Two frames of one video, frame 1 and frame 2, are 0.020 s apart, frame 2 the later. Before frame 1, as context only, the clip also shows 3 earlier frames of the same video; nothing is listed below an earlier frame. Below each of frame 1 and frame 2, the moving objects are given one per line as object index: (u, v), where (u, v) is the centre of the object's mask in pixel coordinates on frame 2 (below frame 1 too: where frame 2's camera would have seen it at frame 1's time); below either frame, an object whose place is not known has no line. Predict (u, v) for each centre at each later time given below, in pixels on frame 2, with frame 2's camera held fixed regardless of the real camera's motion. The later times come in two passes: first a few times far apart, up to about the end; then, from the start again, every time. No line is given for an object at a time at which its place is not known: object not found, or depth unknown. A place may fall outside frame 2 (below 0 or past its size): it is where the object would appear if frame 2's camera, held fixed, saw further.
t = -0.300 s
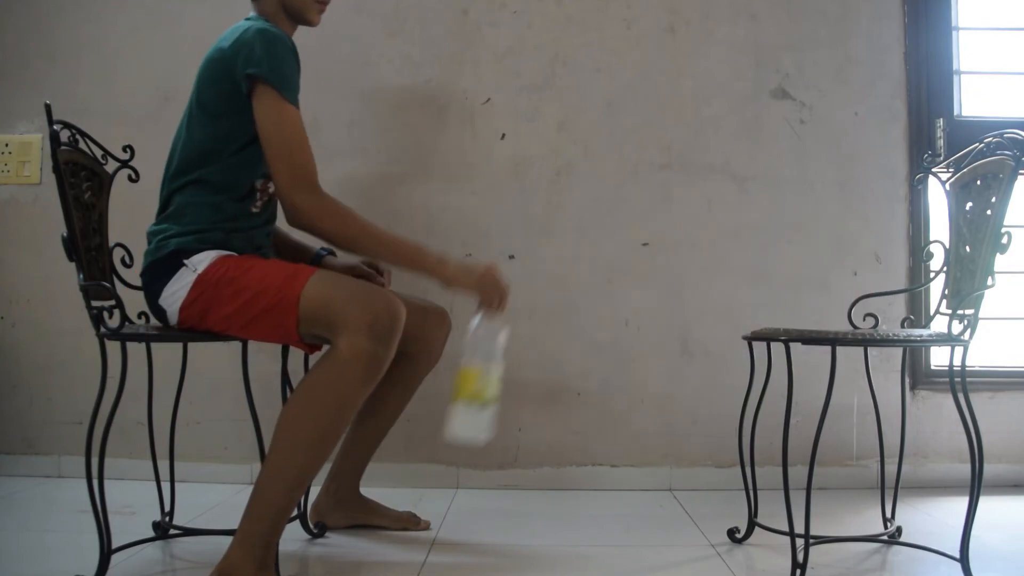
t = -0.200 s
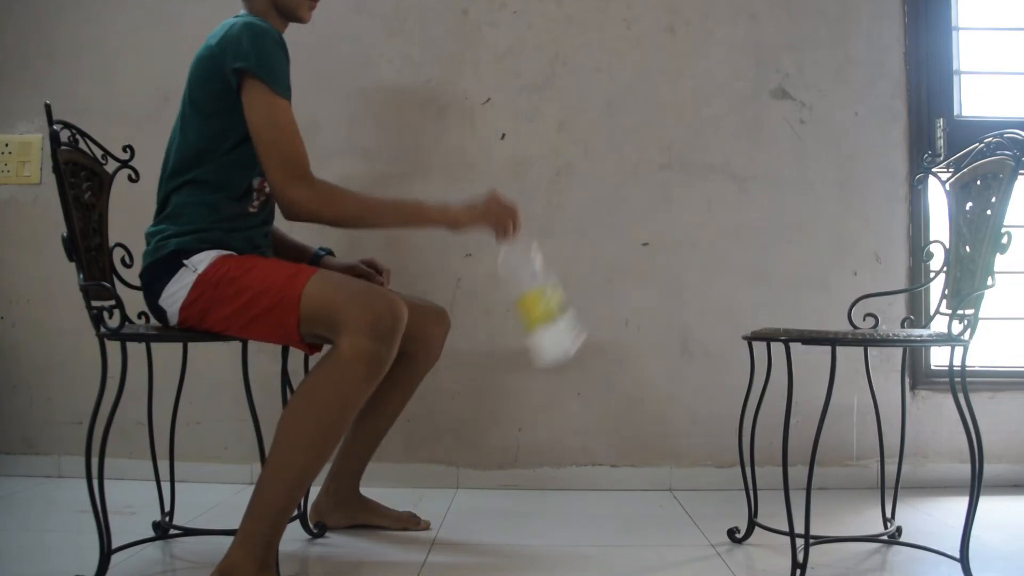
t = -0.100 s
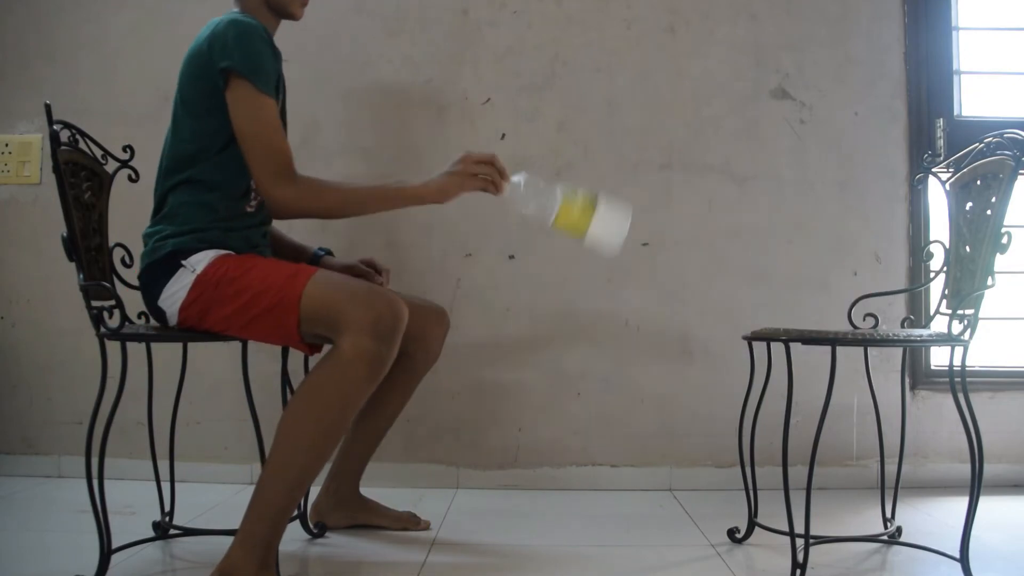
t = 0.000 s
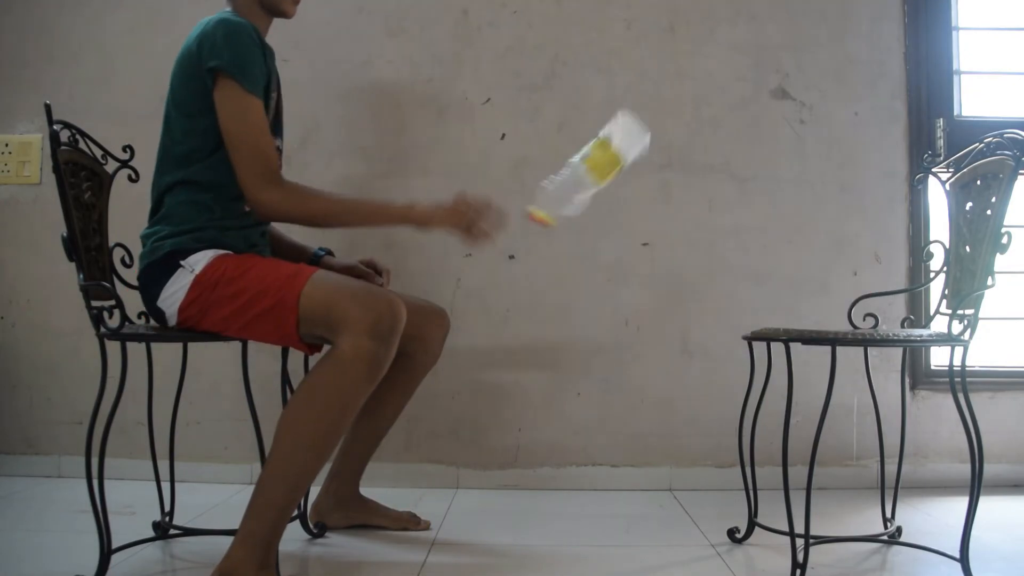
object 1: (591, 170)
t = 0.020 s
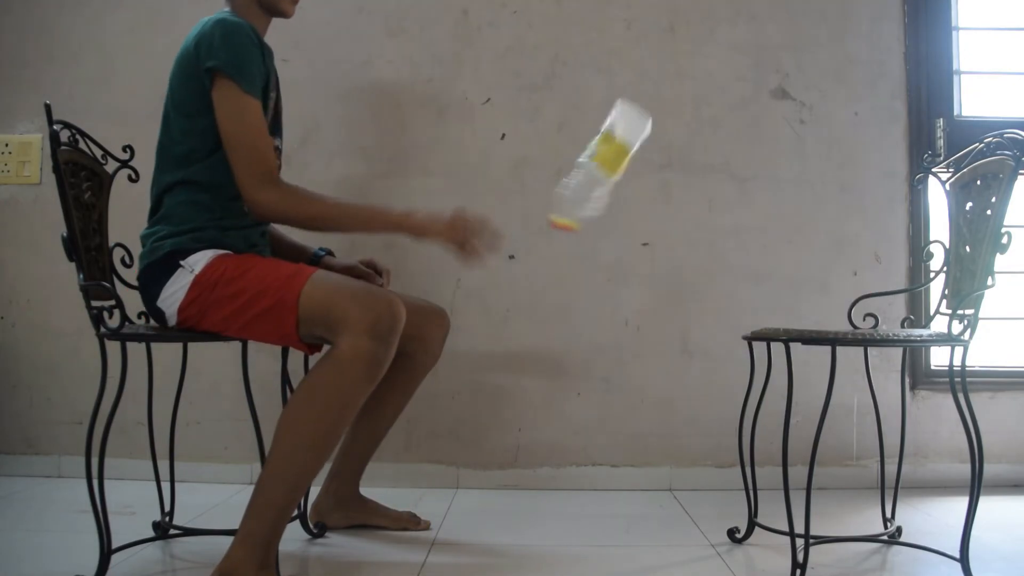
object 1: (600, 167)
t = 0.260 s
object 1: (682, 163)
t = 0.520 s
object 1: (700, 507)
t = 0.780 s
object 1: (696, 510)
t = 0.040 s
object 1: (611, 164)
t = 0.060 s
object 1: (624, 159)
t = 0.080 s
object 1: (636, 156)
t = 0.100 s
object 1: (647, 151)
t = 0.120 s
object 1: (657, 147)
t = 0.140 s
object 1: (665, 143)
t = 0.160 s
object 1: (671, 140)
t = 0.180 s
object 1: (675, 139)
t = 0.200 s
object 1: (677, 141)
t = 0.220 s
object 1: (679, 145)
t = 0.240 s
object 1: (680, 153)
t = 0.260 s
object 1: (682, 163)
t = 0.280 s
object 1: (684, 177)
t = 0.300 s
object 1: (685, 192)
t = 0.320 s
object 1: (686, 212)
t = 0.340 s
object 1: (687, 234)
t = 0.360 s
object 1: (689, 259)
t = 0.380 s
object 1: (690, 286)
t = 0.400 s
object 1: (691, 316)
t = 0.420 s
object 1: (693, 349)
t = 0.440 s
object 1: (695, 384)
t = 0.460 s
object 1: (696, 416)
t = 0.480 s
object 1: (698, 456)
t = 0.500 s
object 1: (699, 498)
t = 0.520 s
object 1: (700, 507)
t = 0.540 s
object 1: (700, 510)
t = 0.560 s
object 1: (700, 510)
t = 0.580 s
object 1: (698, 510)
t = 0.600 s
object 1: (697, 510)
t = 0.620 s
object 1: (696, 510)
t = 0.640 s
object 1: (696, 510)
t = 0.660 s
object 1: (695, 510)
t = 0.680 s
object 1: (695, 509)
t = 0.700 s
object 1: (695, 509)
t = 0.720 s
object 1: (696, 510)
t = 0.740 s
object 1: (696, 510)
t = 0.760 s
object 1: (696, 510)
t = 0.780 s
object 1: (696, 510)
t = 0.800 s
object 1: (696, 510)
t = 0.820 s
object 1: (696, 510)
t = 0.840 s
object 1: (696, 510)
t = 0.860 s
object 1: (696, 510)
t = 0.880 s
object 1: (696, 510)
